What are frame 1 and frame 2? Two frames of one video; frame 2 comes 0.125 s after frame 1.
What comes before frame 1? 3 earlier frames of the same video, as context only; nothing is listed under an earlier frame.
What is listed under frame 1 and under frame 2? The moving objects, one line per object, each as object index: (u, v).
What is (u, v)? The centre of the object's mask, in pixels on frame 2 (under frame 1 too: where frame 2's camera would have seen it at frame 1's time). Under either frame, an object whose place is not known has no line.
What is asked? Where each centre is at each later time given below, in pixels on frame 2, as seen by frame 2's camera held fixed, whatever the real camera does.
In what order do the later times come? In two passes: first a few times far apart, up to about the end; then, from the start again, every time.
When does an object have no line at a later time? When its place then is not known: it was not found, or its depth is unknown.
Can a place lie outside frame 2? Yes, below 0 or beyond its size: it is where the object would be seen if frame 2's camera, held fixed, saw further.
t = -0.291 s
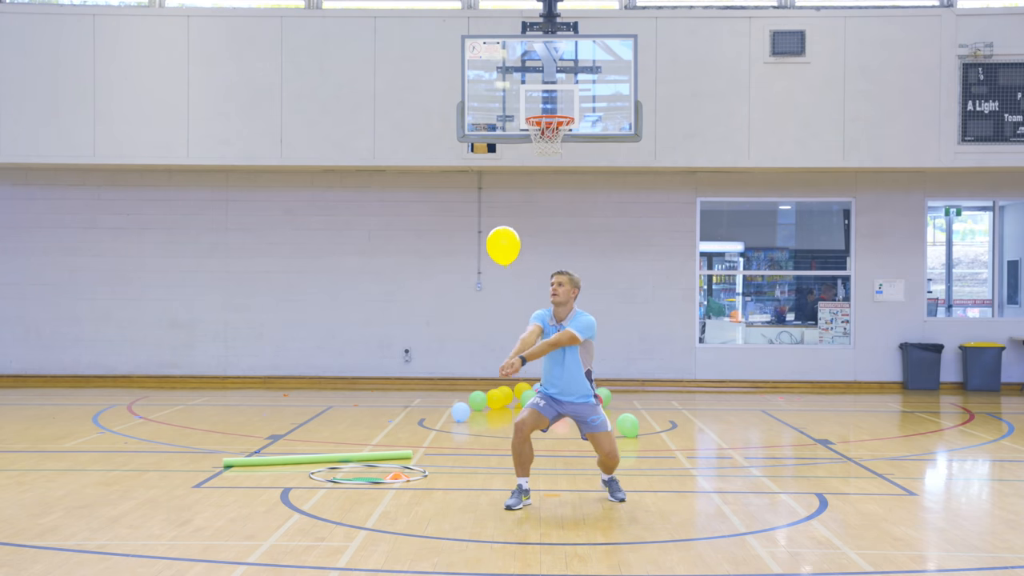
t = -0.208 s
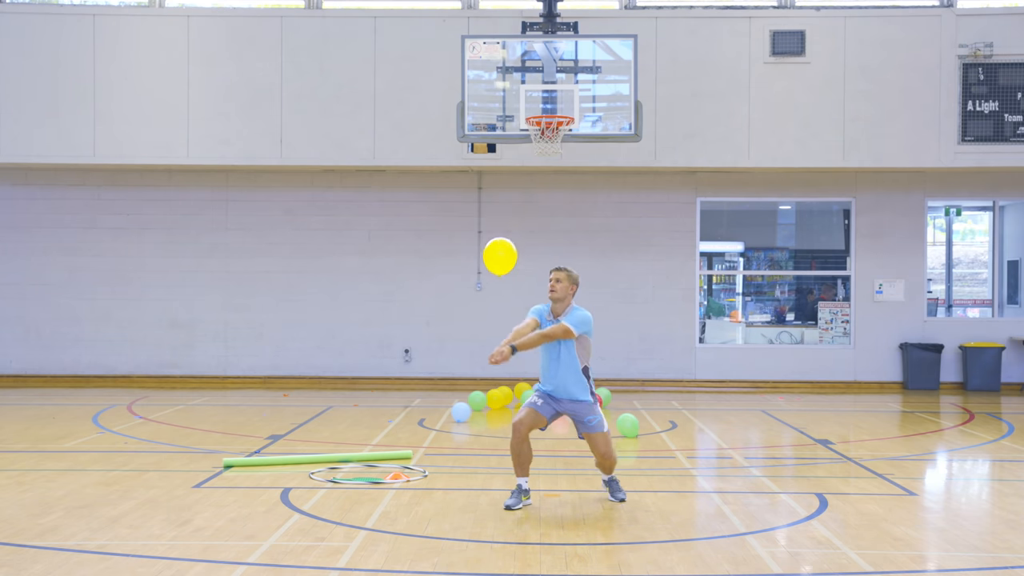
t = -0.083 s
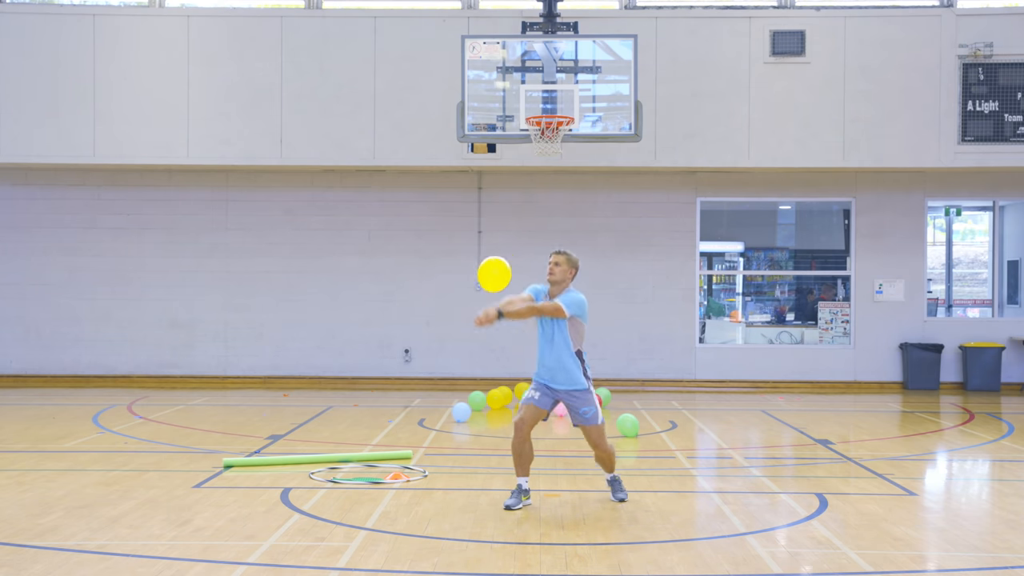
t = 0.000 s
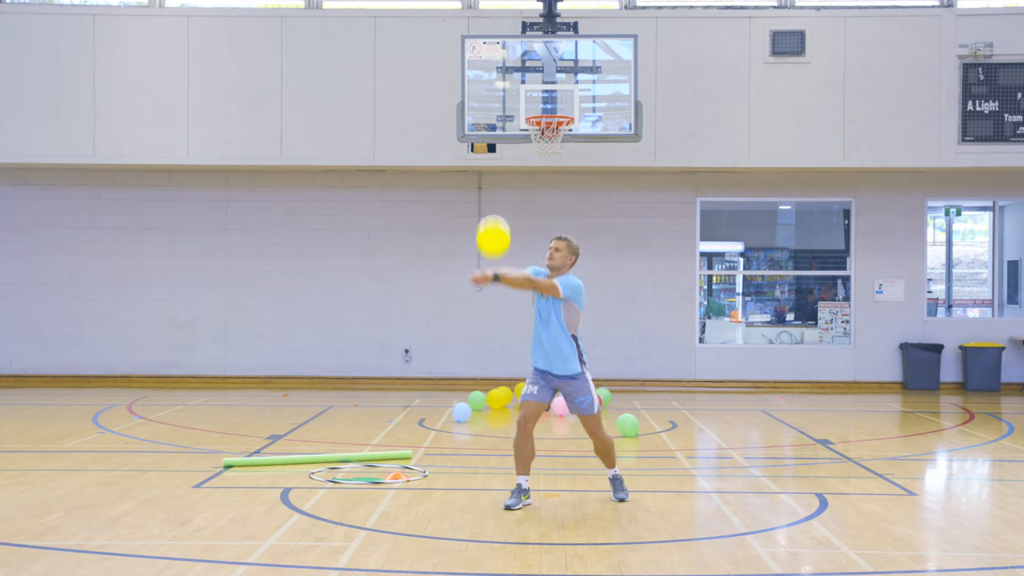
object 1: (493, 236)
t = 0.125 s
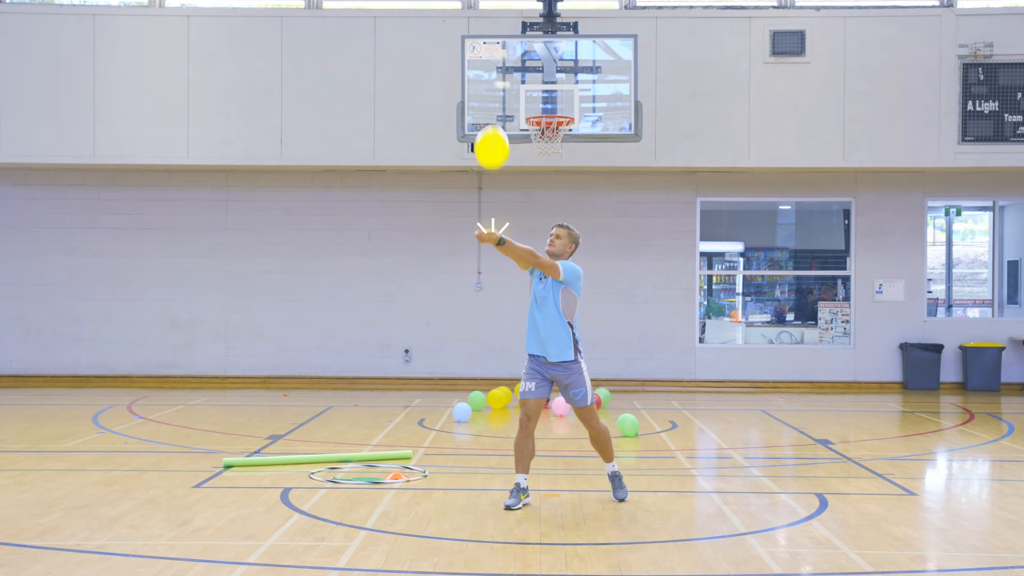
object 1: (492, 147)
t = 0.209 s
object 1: (488, 112)
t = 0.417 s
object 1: (479, 84)
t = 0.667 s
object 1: (465, 86)
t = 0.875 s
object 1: (454, 96)
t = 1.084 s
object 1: (441, 116)
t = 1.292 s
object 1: (427, 143)
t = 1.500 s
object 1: (412, 177)
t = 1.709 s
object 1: (394, 215)
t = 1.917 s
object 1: (377, 253)
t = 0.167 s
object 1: (490, 128)
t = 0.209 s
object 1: (488, 112)
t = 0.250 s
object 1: (487, 101)
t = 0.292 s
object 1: (485, 94)
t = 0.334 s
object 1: (483, 89)
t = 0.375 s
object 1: (481, 86)
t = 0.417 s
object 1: (479, 84)
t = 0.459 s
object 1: (476, 84)
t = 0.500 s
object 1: (474, 84)
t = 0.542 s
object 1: (472, 84)
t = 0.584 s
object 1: (469, 84)
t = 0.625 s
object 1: (467, 85)
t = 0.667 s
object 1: (465, 86)
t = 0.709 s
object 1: (463, 87)
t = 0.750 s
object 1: (461, 89)
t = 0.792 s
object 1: (458, 91)
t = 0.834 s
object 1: (456, 93)
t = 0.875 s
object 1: (454, 96)
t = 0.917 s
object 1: (452, 100)
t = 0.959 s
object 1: (449, 103)
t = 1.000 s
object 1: (447, 107)
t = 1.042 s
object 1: (444, 111)
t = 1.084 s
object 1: (441, 116)
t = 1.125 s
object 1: (439, 121)
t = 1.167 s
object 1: (436, 126)
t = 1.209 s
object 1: (433, 132)
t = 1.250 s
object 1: (430, 137)
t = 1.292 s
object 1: (427, 143)
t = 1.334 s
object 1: (424, 150)
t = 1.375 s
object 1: (421, 157)
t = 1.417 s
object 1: (418, 163)
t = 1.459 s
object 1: (415, 170)
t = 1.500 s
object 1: (412, 177)
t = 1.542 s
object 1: (409, 184)
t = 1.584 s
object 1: (405, 192)
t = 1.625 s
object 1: (402, 199)
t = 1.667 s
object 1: (398, 207)
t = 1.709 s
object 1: (394, 215)
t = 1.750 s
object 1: (391, 222)
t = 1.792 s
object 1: (387, 230)
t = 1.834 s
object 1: (384, 238)
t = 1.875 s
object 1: (380, 245)
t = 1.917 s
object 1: (377, 253)
